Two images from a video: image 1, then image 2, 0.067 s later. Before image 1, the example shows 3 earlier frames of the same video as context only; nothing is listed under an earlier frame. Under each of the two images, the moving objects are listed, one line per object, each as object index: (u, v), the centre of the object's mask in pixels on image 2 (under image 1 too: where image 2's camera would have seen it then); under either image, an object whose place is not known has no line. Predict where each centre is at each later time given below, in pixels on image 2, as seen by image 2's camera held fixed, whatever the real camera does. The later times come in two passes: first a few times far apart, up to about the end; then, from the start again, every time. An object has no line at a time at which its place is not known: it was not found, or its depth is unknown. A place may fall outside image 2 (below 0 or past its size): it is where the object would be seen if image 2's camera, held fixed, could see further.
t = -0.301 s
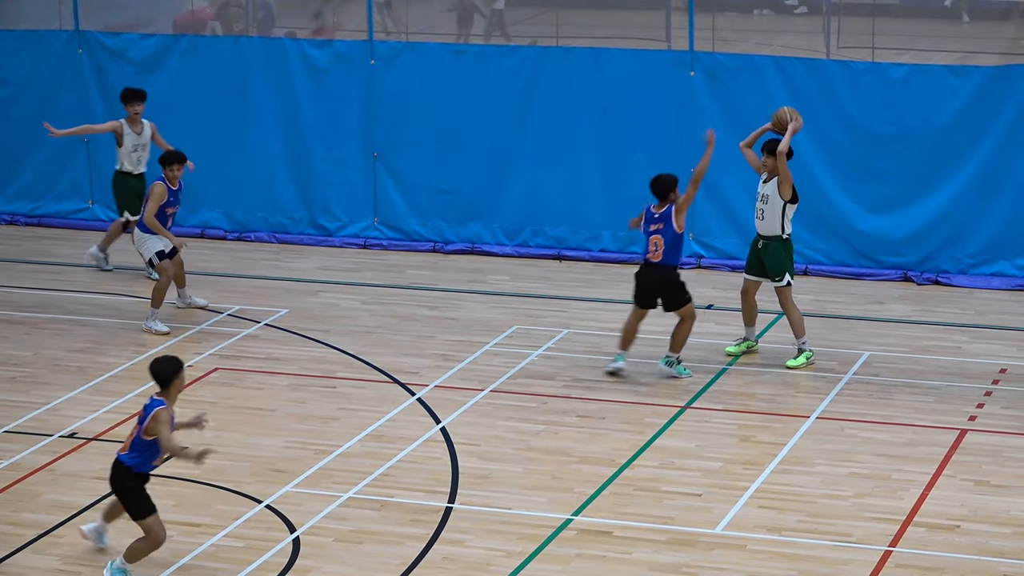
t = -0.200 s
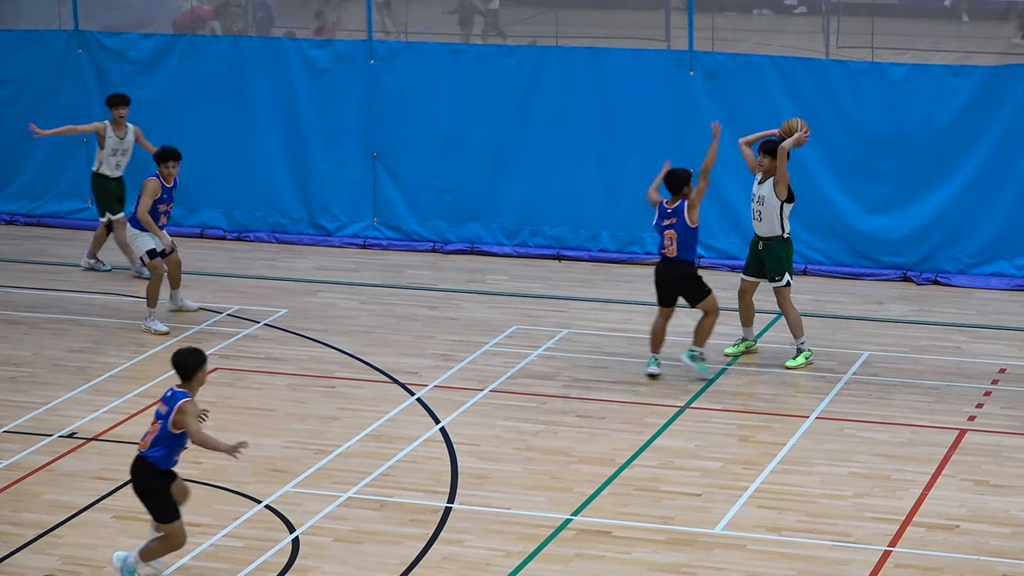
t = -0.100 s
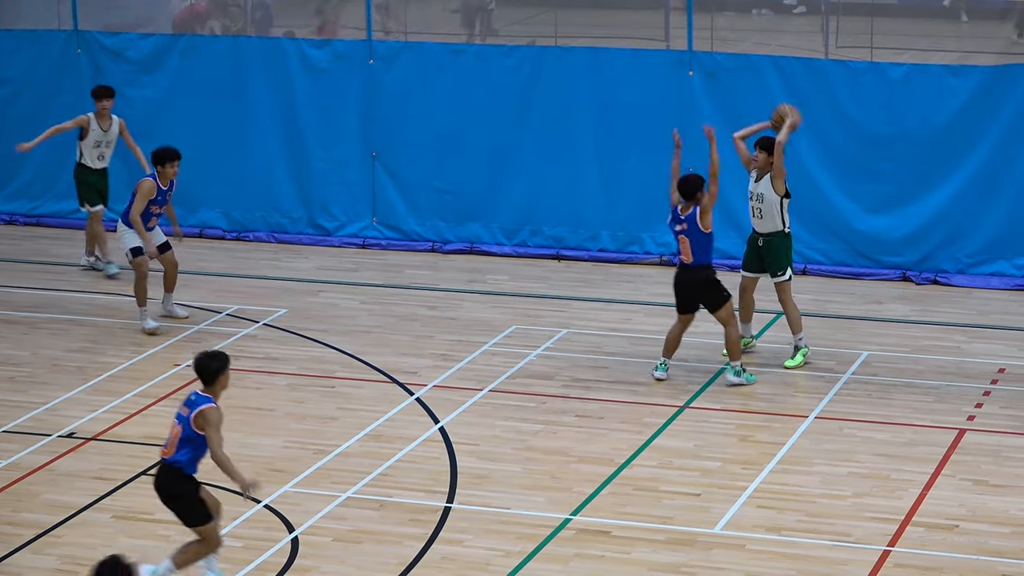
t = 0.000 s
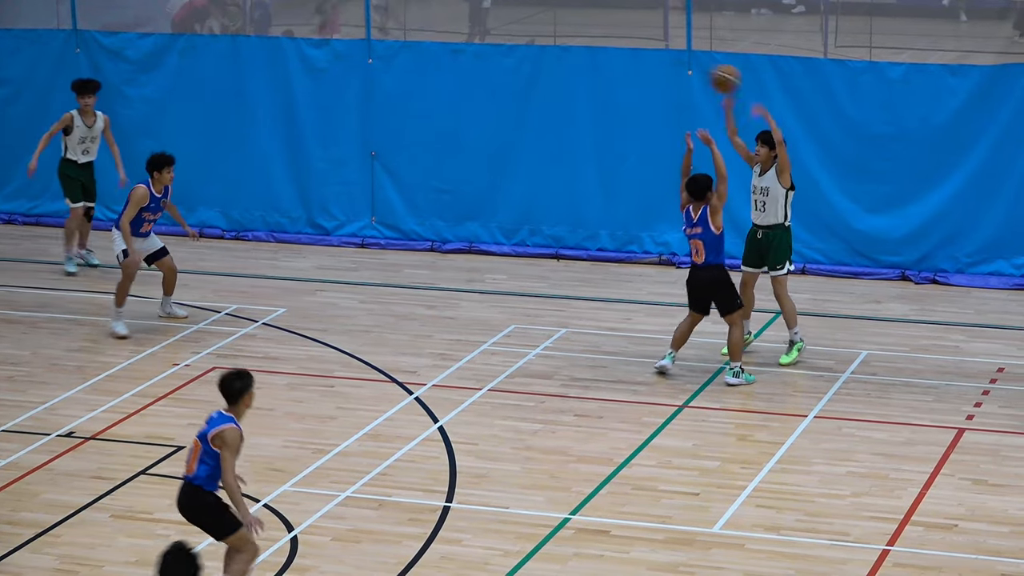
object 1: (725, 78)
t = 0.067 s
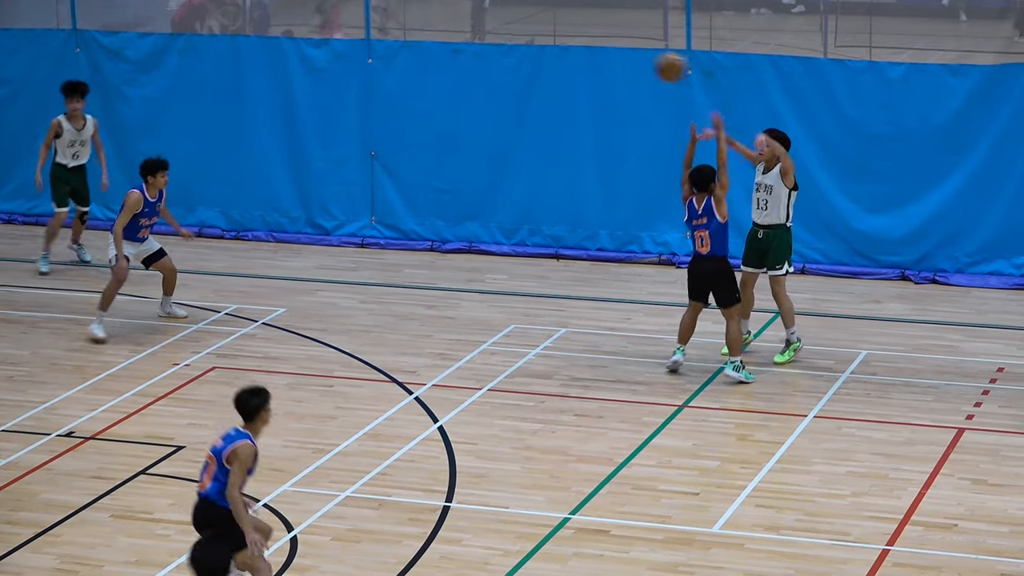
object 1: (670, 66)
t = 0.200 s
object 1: (555, 60)
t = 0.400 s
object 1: (367, 98)
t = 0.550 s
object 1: (216, 169)
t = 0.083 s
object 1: (655, 64)
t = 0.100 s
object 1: (642, 63)
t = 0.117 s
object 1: (628, 62)
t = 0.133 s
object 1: (613, 61)
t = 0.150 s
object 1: (599, 60)
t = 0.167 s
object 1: (585, 60)
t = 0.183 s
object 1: (570, 59)
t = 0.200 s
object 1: (555, 60)
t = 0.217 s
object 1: (540, 60)
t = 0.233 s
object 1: (525, 62)
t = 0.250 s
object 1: (510, 63)
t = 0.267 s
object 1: (495, 65)
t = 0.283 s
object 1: (479, 68)
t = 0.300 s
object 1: (463, 71)
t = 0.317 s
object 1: (448, 75)
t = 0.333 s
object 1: (432, 78)
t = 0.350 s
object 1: (415, 83)
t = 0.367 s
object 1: (400, 87)
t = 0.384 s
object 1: (384, 92)
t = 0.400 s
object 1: (367, 98)
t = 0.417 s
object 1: (351, 104)
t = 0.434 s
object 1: (336, 110)
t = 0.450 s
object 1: (318, 117)
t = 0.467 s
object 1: (301, 125)
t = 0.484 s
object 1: (285, 133)
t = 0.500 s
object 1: (268, 141)
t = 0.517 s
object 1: (251, 150)
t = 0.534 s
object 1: (233, 159)
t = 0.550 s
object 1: (216, 169)
